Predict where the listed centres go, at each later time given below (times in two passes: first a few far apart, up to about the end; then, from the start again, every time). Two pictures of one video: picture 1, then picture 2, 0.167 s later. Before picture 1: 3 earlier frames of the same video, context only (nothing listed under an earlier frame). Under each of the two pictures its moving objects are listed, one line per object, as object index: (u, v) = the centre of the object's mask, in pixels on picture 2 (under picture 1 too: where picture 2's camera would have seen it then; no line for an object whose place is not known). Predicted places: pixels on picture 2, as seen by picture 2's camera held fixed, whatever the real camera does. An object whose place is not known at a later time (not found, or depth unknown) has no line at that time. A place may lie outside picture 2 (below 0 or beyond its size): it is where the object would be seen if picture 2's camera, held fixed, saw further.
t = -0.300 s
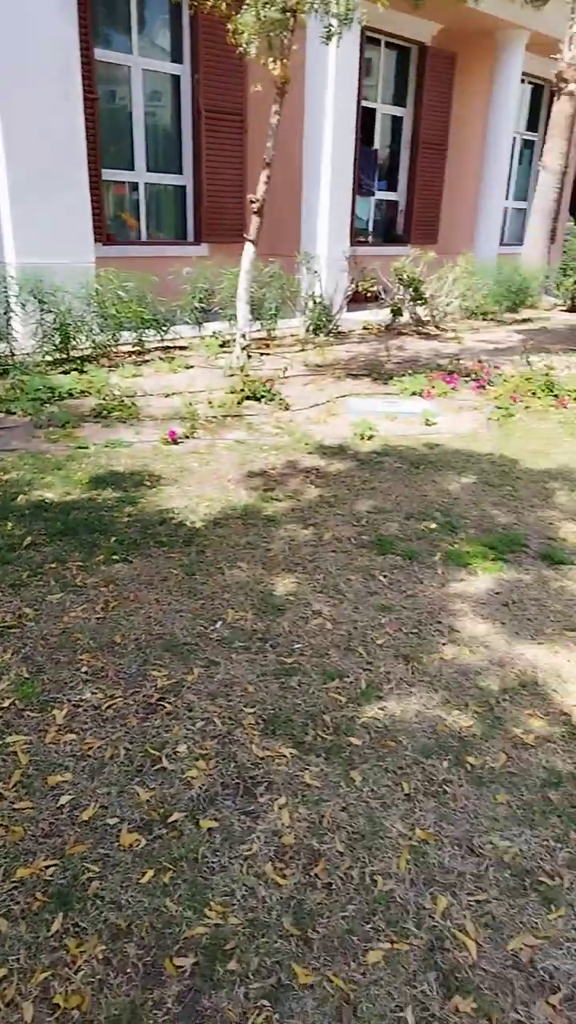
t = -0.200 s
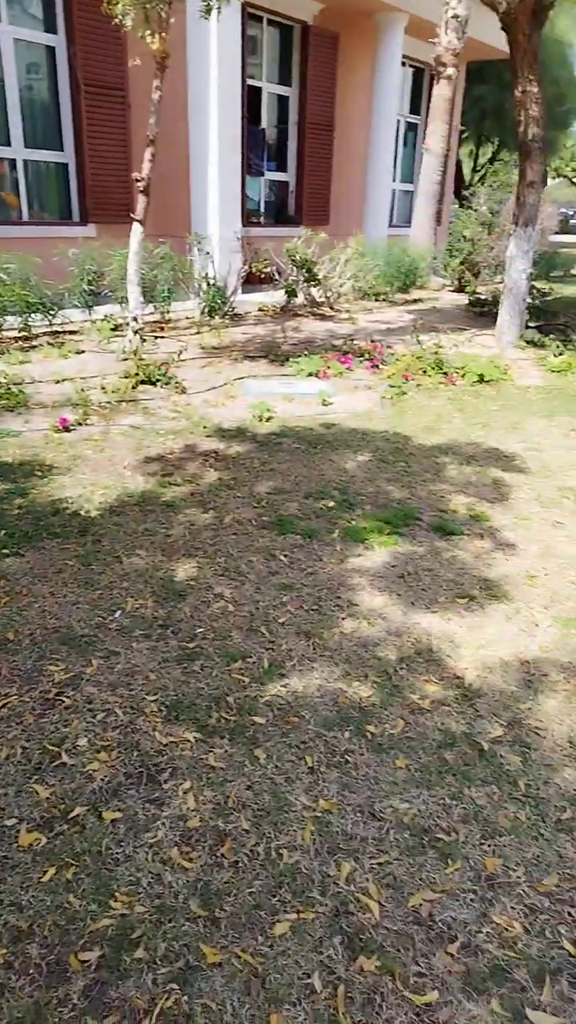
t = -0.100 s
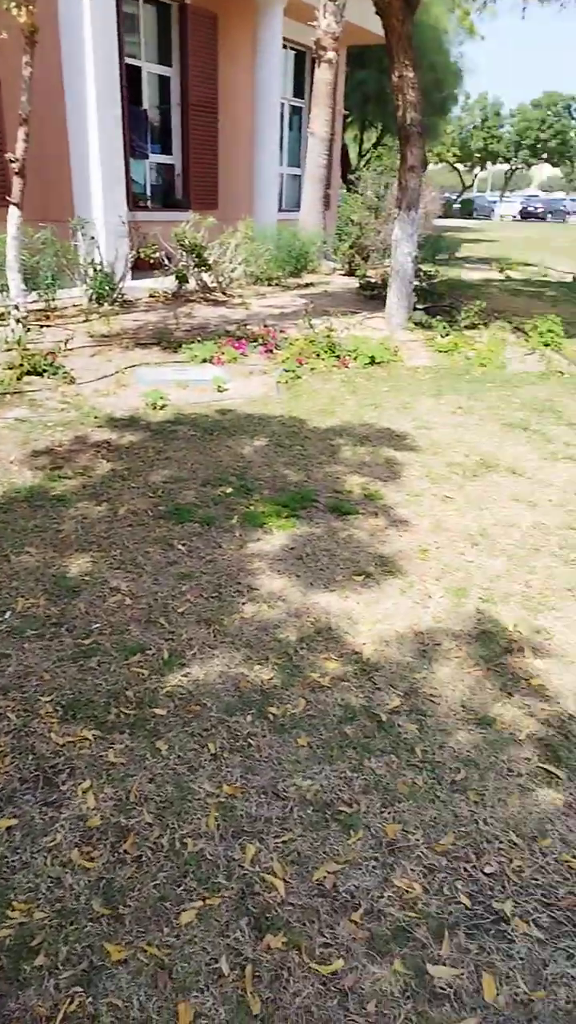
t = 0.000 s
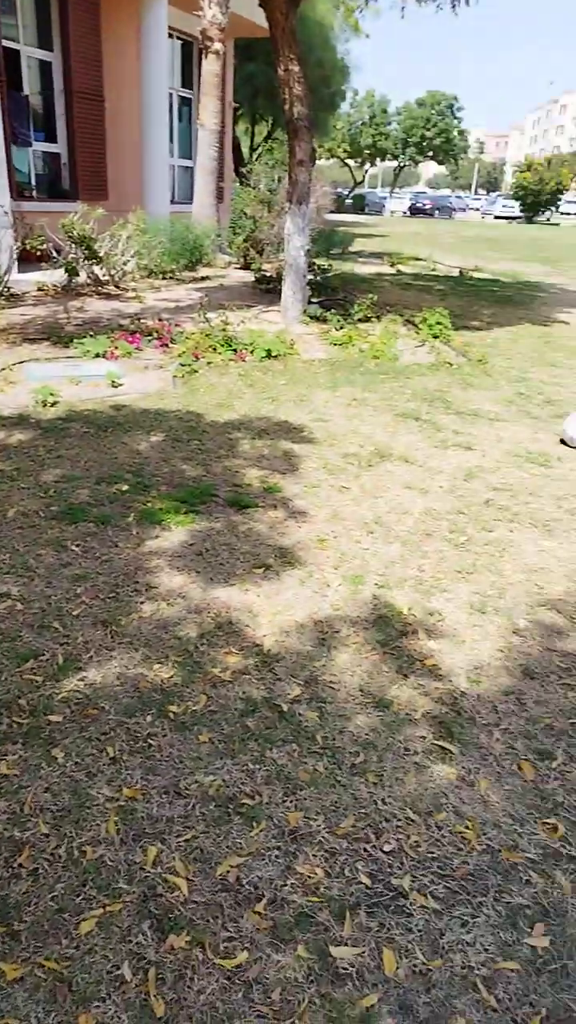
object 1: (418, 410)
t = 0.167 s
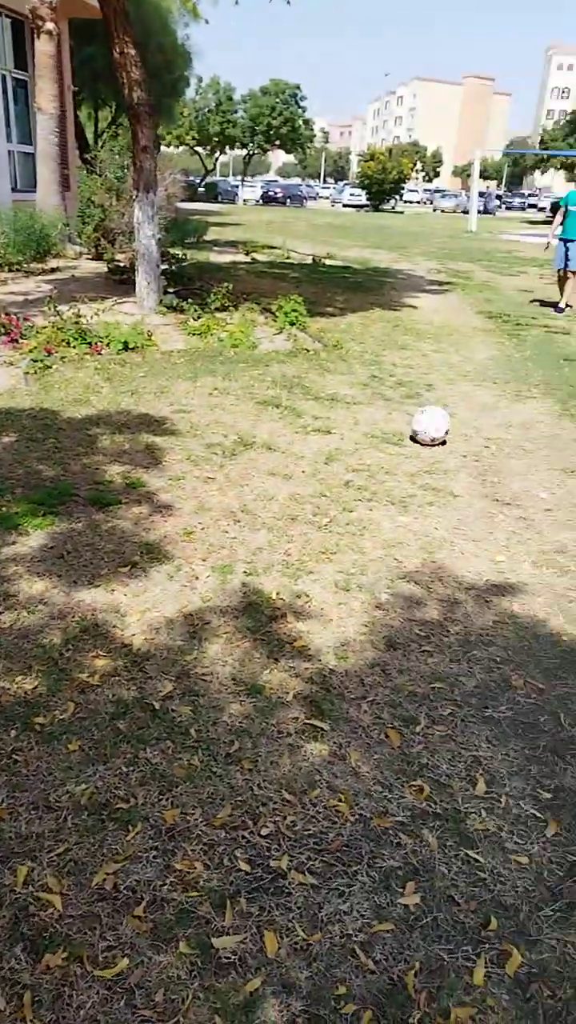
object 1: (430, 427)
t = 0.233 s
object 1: (430, 435)
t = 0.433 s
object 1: (432, 460)
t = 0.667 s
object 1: (435, 493)
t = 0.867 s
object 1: (435, 526)
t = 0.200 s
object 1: (430, 430)
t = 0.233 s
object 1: (430, 435)
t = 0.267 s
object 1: (430, 439)
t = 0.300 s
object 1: (431, 443)
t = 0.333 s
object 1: (431, 447)
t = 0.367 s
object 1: (432, 451)
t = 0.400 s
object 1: (432, 456)
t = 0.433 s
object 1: (432, 460)
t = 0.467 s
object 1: (433, 465)
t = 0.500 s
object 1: (434, 469)
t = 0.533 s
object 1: (434, 474)
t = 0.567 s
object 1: (435, 480)
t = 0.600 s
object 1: (435, 484)
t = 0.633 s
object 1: (435, 489)
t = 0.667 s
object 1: (435, 493)
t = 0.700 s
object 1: (435, 498)
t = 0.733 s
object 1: (436, 504)
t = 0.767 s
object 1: (435, 509)
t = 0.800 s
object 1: (435, 515)
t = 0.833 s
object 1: (435, 521)
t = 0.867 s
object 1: (435, 526)
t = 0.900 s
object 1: (435, 534)
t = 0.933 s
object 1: (435, 541)
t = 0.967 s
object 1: (435, 547)
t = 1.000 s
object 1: (434, 554)
